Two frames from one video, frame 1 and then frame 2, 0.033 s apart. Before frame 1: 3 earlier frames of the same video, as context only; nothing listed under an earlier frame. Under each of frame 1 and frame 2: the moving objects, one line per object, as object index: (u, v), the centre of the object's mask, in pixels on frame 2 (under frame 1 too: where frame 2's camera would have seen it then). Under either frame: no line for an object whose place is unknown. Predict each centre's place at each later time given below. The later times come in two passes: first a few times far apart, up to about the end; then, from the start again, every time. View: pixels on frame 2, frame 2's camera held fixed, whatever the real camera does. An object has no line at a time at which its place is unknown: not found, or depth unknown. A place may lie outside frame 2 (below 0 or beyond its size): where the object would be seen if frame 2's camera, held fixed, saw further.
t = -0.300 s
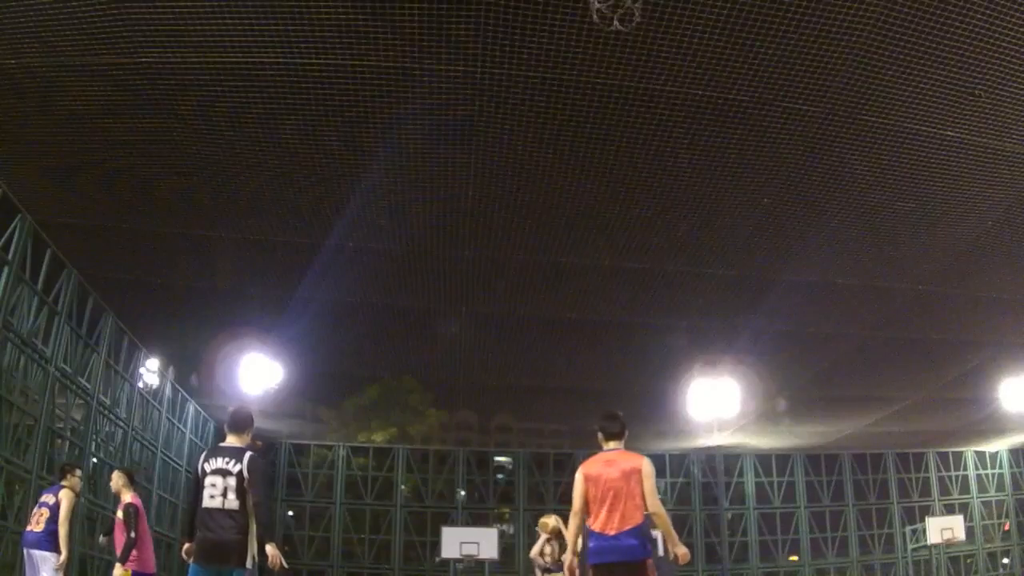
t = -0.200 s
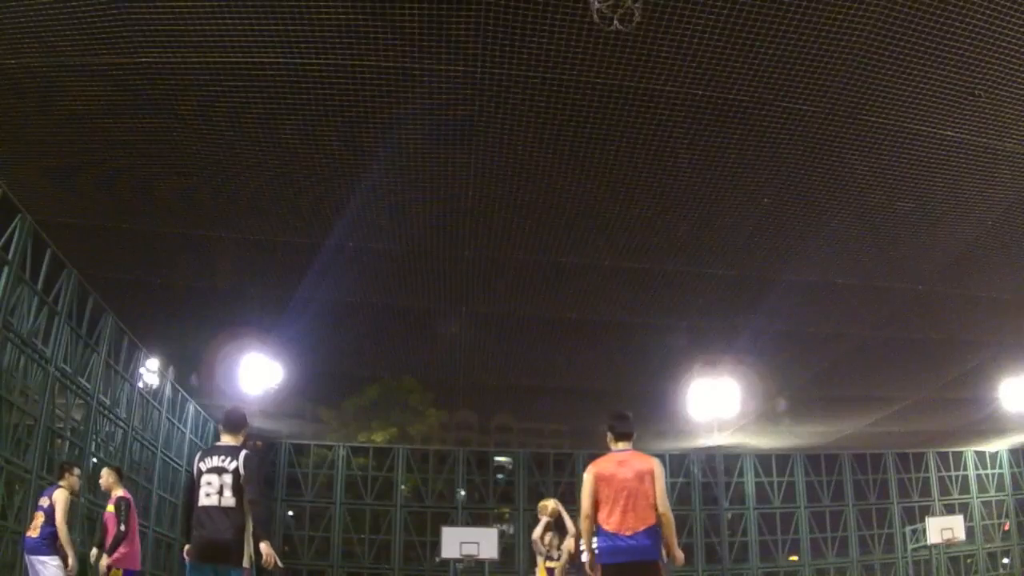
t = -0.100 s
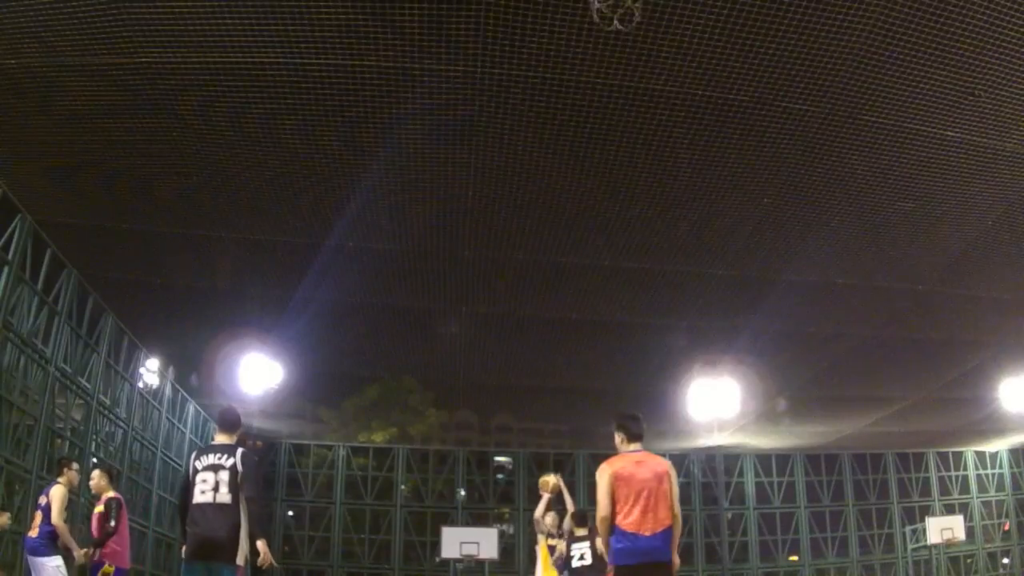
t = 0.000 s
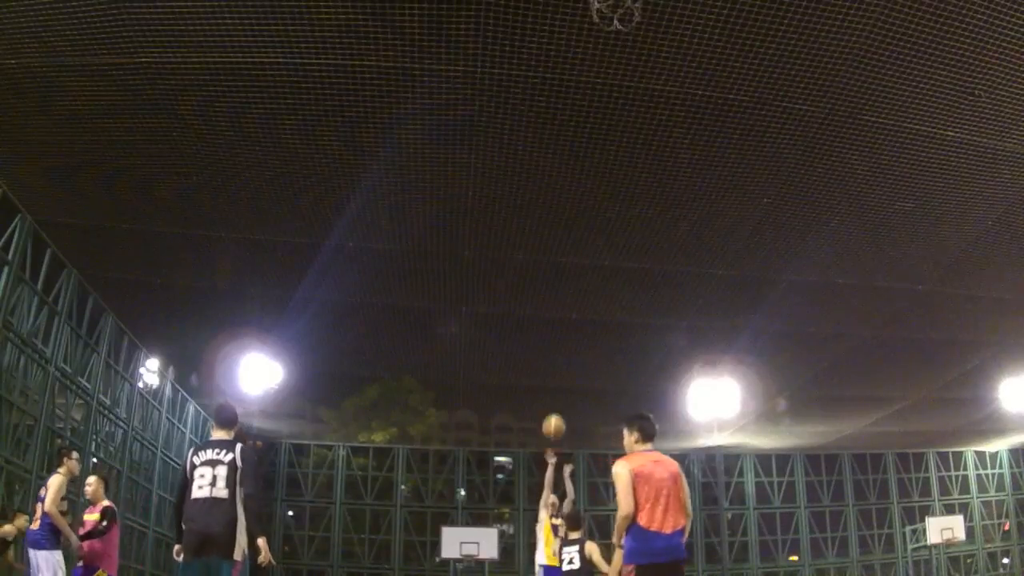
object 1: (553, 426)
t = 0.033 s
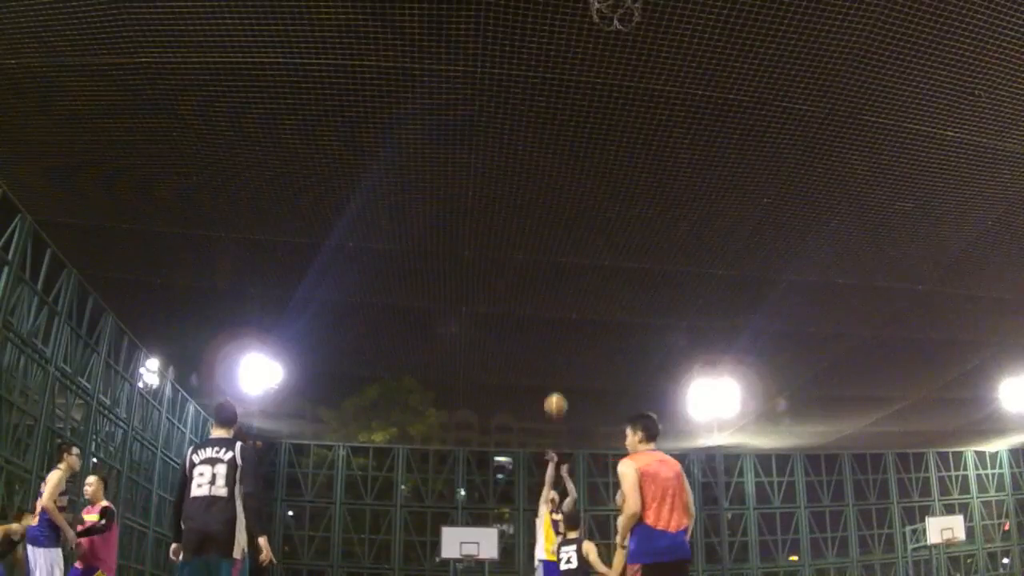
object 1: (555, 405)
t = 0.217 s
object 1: (566, 293)
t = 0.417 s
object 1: (581, 191)
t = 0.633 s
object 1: (601, 98)
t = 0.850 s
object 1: (634, 29)
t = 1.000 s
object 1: (673, 8)
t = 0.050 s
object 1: (556, 394)
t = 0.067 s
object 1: (557, 384)
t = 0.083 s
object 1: (558, 373)
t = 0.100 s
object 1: (559, 363)
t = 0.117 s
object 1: (560, 353)
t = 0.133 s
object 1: (562, 343)
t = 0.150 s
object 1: (562, 332)
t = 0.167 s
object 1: (563, 322)
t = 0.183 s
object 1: (565, 313)
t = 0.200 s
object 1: (565, 303)
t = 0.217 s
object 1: (566, 293)
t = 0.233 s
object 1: (567, 284)
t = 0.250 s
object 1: (568, 275)
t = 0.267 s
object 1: (570, 266)
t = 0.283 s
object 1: (571, 258)
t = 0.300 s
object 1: (572, 249)
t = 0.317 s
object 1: (573, 240)
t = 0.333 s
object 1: (574, 232)
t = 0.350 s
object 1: (575, 223)
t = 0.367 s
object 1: (577, 214)
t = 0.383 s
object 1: (578, 207)
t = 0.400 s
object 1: (579, 199)
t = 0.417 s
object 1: (581, 191)
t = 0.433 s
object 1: (582, 183)
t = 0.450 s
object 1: (583, 175)
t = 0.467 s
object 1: (585, 167)
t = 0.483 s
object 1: (586, 160)
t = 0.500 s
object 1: (588, 152)
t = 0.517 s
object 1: (589, 145)
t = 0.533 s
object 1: (591, 138)
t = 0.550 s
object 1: (592, 131)
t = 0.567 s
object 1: (594, 125)
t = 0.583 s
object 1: (596, 117)
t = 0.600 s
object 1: (597, 111)
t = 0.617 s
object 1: (599, 104)
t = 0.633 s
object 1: (601, 98)
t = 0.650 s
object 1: (603, 91)
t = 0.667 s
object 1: (605, 85)
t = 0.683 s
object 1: (607, 80)
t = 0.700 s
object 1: (610, 74)
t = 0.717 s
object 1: (612, 68)
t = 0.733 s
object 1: (614, 63)
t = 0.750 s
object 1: (617, 58)
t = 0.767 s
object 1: (619, 52)
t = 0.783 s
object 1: (622, 48)
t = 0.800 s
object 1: (625, 43)
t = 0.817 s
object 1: (628, 38)
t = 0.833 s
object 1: (631, 33)
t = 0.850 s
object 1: (634, 29)
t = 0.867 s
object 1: (638, 24)
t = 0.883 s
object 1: (642, 20)
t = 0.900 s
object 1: (645, 17)
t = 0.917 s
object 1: (649, 15)
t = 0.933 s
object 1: (653, 13)
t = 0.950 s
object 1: (658, 12)
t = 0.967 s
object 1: (663, 10)
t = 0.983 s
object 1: (668, 9)
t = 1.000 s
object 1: (673, 8)
